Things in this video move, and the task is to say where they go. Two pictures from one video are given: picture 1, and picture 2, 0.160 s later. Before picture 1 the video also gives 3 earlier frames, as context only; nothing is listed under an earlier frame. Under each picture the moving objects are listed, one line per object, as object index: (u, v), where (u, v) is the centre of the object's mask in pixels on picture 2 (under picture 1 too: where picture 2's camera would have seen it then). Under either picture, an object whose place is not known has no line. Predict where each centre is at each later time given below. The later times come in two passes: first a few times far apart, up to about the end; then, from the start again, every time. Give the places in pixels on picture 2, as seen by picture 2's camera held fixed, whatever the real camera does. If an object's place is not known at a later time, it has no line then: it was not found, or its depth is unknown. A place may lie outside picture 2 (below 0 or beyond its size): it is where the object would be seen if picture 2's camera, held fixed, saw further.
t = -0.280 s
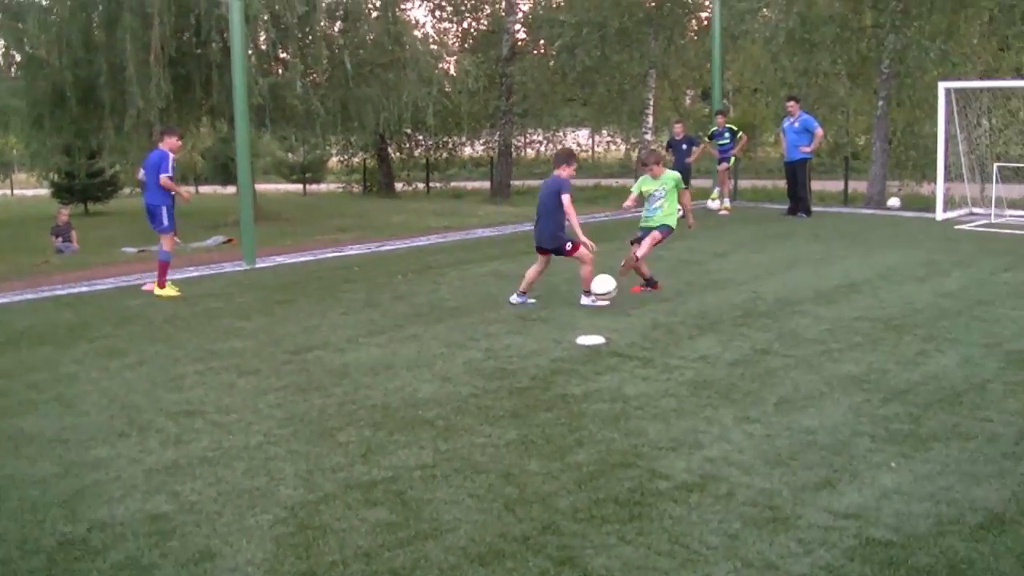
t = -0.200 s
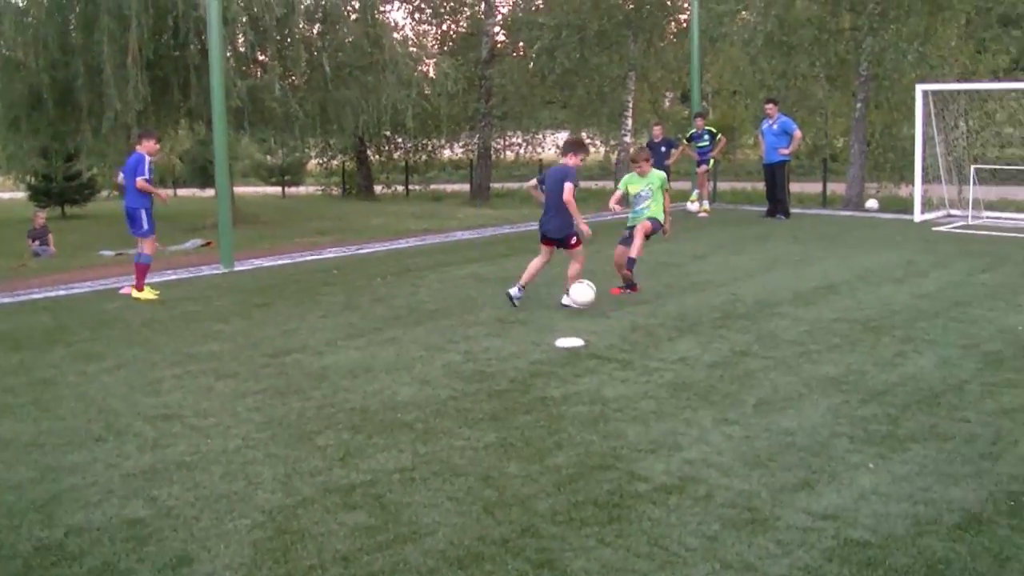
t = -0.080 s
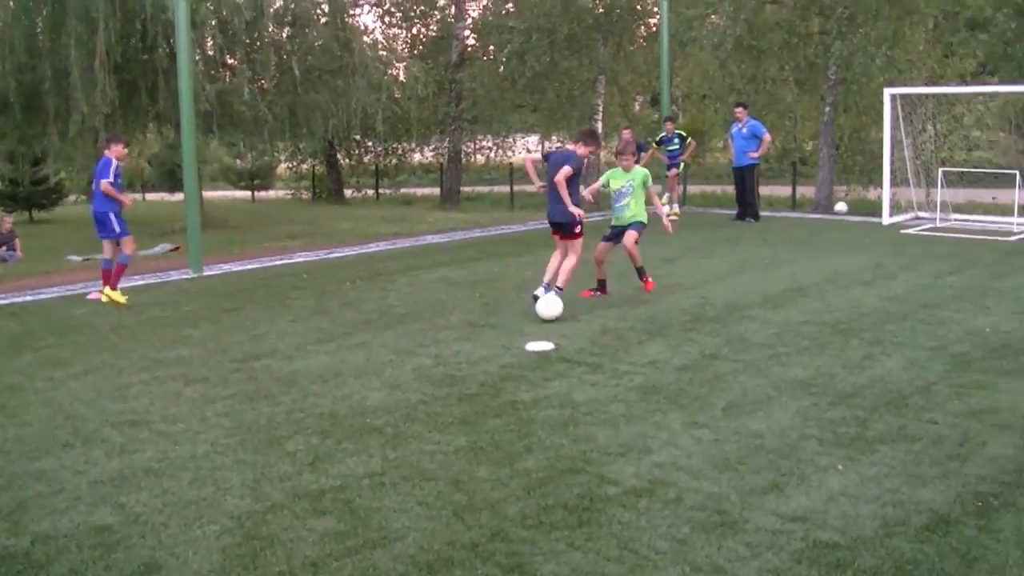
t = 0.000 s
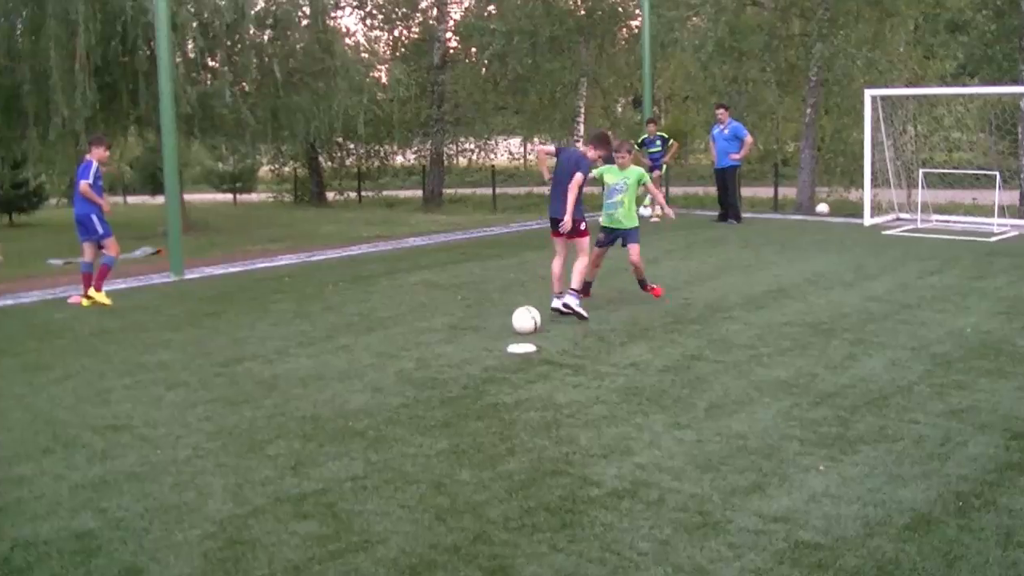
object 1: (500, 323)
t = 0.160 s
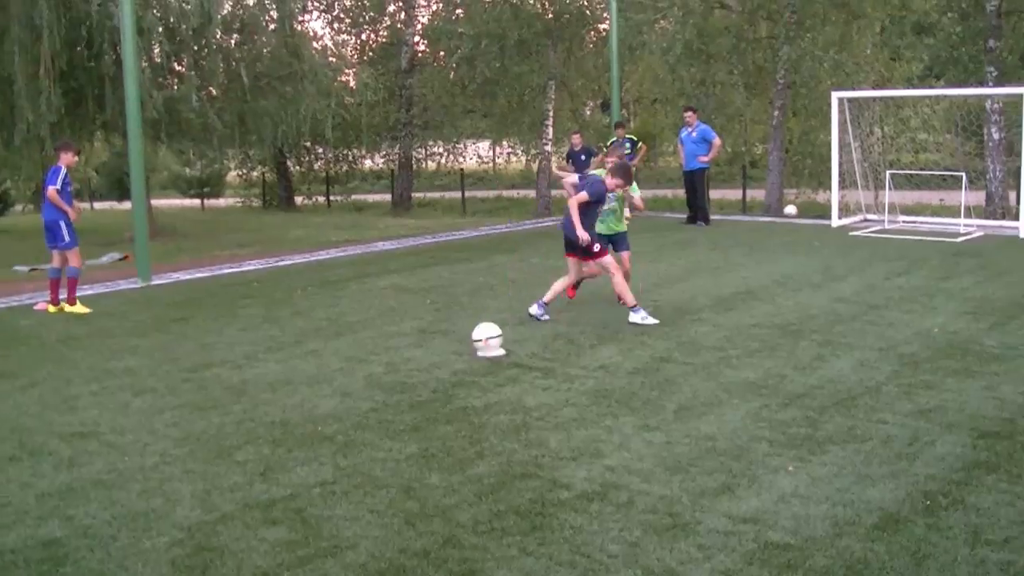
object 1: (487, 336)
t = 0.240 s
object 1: (483, 345)
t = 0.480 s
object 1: (471, 366)
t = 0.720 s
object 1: (458, 391)
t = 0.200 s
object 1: (485, 340)
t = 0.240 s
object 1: (483, 345)
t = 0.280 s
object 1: (481, 348)
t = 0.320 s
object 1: (479, 351)
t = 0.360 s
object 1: (477, 355)
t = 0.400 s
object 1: (475, 360)
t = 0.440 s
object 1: (473, 363)
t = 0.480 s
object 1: (471, 366)
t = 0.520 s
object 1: (468, 370)
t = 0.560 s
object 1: (467, 374)
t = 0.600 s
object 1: (464, 378)
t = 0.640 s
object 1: (462, 381)
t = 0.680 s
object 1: (460, 386)
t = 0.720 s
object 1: (458, 391)
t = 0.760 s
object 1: (456, 395)
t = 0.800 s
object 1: (454, 399)
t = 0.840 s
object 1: (452, 404)
